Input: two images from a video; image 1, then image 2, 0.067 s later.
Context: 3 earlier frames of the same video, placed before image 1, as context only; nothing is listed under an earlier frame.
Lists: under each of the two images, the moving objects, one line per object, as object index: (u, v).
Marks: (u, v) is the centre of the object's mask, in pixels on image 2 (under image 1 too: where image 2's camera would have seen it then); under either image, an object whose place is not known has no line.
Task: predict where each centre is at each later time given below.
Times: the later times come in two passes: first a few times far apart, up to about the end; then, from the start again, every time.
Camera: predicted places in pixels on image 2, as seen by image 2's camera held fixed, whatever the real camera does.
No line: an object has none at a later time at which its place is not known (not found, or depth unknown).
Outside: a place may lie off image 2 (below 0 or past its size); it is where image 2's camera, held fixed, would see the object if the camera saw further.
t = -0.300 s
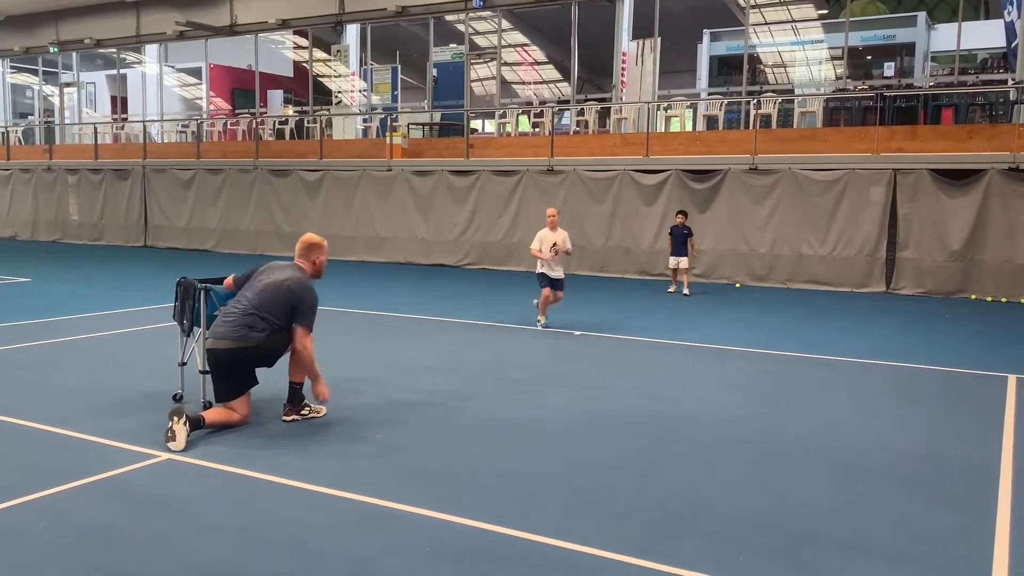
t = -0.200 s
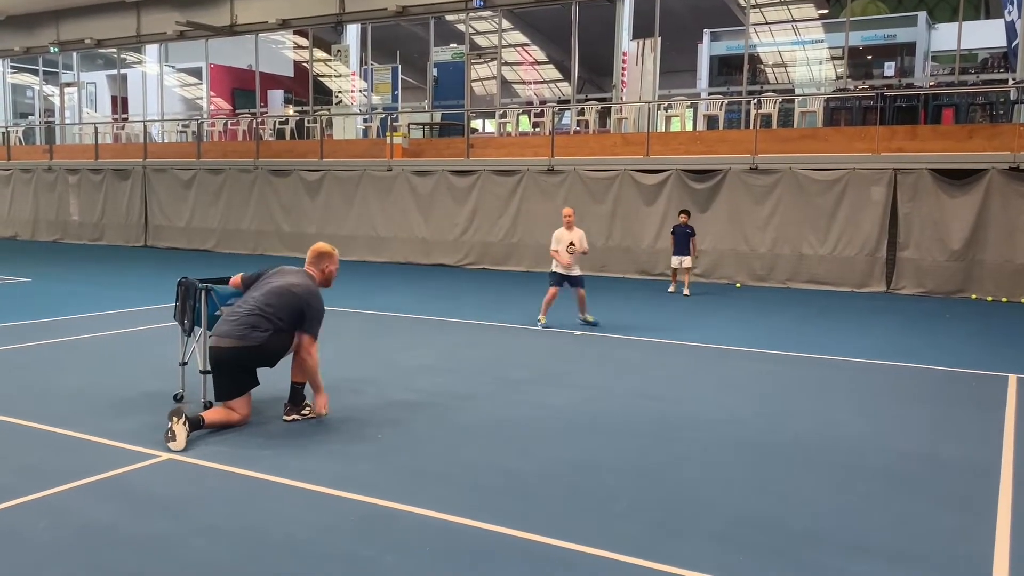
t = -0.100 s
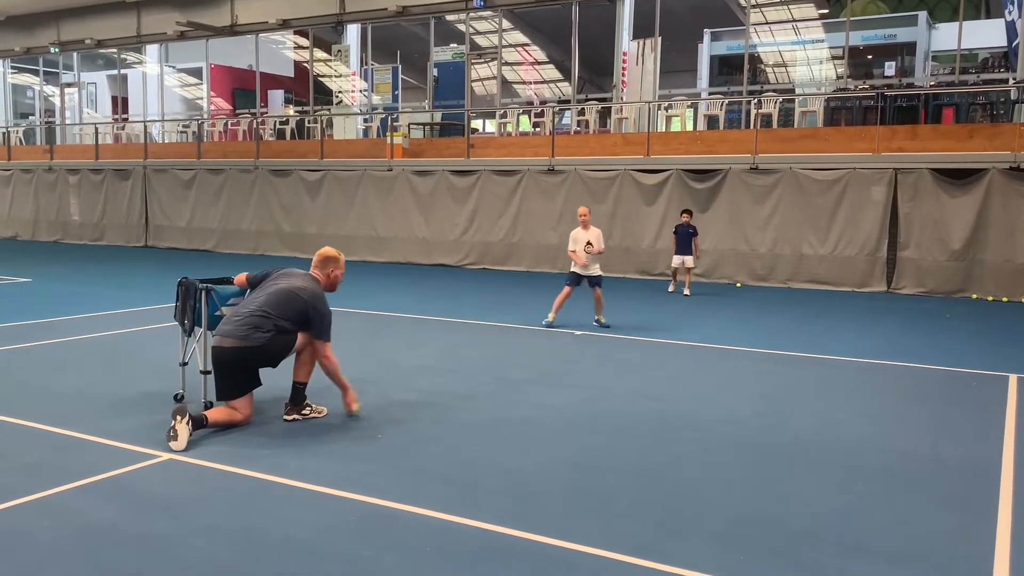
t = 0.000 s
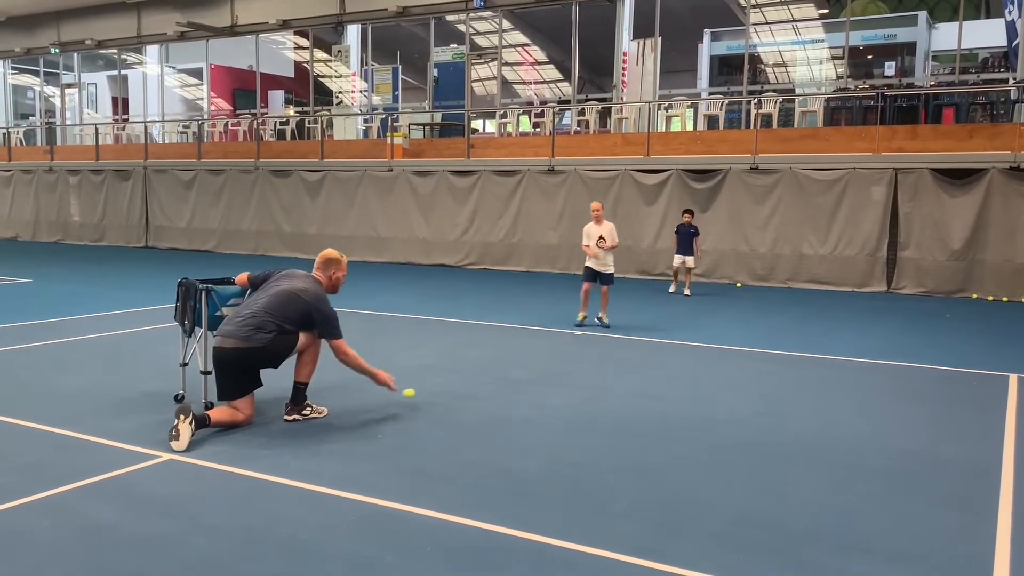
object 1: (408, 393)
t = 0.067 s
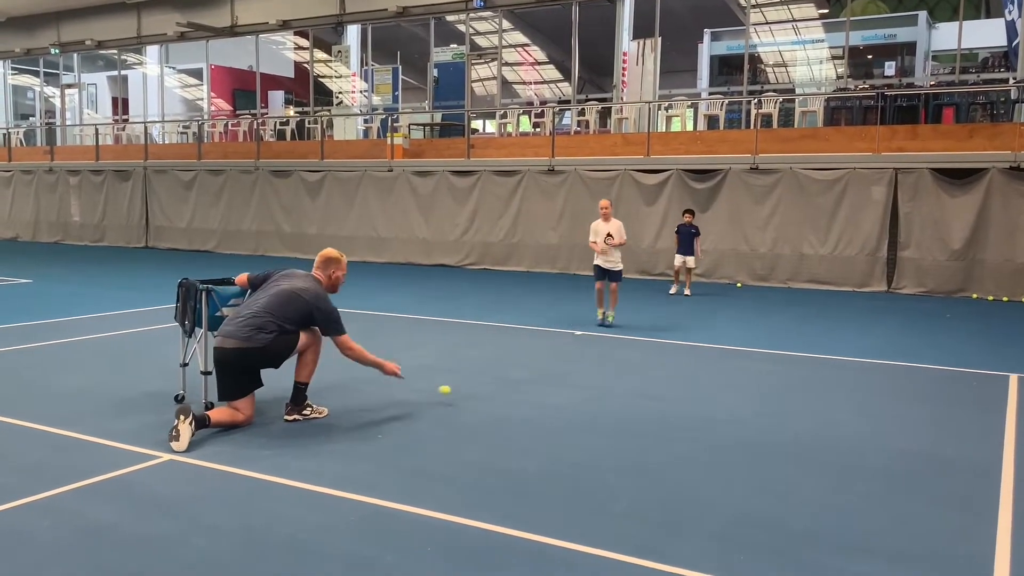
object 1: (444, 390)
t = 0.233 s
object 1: (511, 381)
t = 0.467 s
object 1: (580, 373)
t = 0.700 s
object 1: (640, 366)
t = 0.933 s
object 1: (691, 361)
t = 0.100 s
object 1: (461, 391)
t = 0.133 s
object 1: (477, 393)
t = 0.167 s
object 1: (490, 390)
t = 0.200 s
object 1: (501, 385)
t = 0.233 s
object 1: (511, 381)
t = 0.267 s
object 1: (520, 379)
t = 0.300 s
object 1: (531, 379)
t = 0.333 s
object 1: (541, 379)
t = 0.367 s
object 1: (551, 382)
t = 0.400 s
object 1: (561, 381)
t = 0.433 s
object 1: (570, 376)
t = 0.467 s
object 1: (580, 373)
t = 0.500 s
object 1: (588, 371)
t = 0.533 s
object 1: (598, 371)
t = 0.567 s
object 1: (606, 372)
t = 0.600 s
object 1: (615, 374)
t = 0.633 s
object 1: (624, 371)
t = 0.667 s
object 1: (632, 367)
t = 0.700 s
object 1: (640, 366)
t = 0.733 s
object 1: (647, 365)
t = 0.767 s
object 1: (655, 365)
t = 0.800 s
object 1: (662, 367)
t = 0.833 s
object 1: (670, 365)
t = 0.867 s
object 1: (677, 363)
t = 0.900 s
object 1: (684, 361)
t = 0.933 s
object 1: (691, 361)
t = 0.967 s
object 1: (698, 362)
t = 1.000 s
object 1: (705, 361)
